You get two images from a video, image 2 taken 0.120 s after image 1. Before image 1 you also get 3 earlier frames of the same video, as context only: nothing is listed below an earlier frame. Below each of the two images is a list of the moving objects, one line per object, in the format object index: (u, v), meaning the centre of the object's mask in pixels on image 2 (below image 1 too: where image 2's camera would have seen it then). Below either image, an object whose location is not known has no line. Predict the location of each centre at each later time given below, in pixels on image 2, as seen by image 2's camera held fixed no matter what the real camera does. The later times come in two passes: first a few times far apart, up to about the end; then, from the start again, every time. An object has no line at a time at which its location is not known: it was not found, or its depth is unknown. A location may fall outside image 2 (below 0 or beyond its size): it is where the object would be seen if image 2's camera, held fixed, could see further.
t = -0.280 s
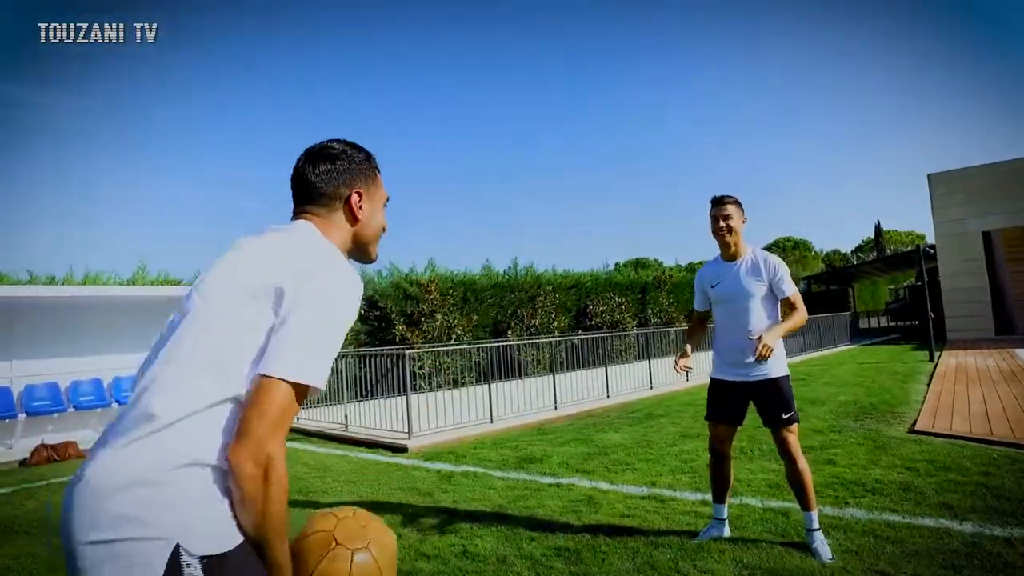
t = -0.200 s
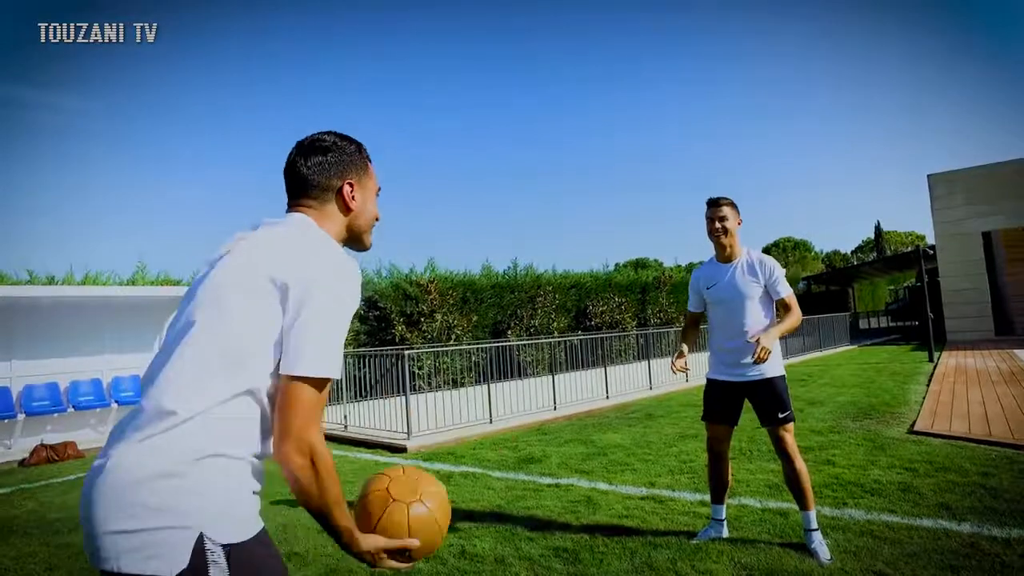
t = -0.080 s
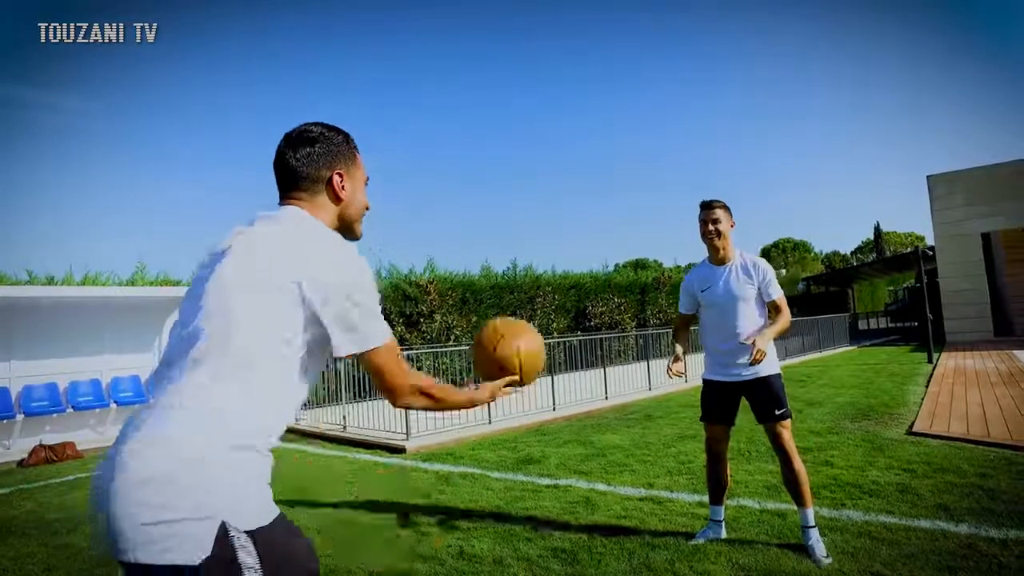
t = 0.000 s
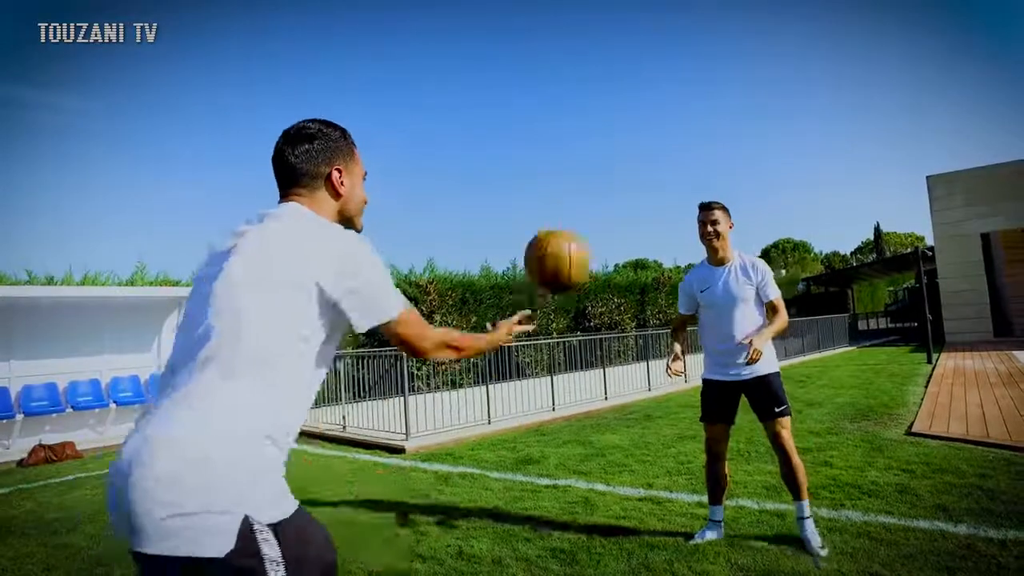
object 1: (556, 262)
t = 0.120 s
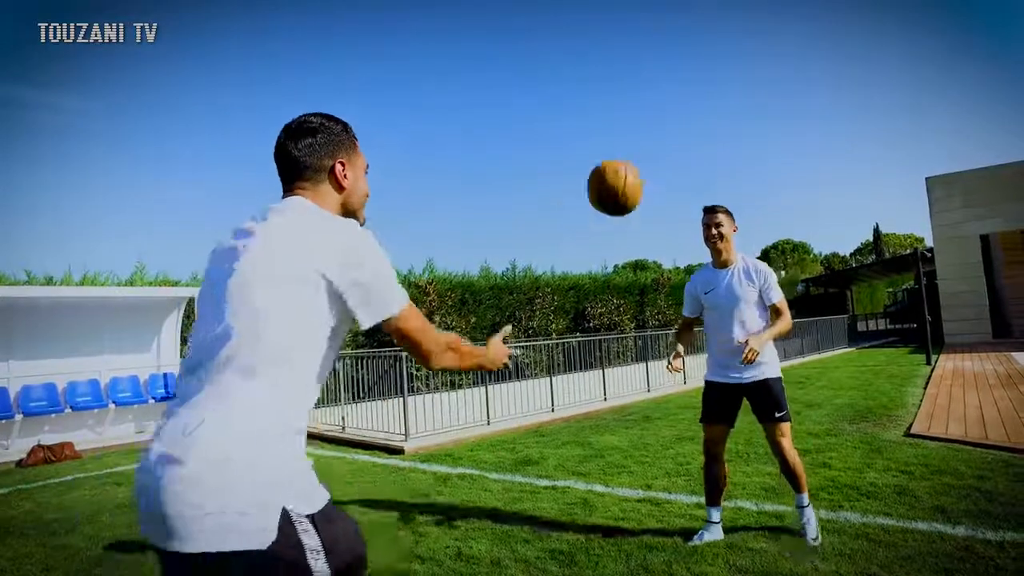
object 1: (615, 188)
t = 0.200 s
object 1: (644, 168)
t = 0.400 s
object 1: (702, 183)
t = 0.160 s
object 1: (630, 176)
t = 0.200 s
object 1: (644, 168)
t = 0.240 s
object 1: (658, 165)
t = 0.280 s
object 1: (671, 164)
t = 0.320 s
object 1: (681, 168)
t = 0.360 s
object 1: (692, 175)
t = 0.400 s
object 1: (702, 183)
